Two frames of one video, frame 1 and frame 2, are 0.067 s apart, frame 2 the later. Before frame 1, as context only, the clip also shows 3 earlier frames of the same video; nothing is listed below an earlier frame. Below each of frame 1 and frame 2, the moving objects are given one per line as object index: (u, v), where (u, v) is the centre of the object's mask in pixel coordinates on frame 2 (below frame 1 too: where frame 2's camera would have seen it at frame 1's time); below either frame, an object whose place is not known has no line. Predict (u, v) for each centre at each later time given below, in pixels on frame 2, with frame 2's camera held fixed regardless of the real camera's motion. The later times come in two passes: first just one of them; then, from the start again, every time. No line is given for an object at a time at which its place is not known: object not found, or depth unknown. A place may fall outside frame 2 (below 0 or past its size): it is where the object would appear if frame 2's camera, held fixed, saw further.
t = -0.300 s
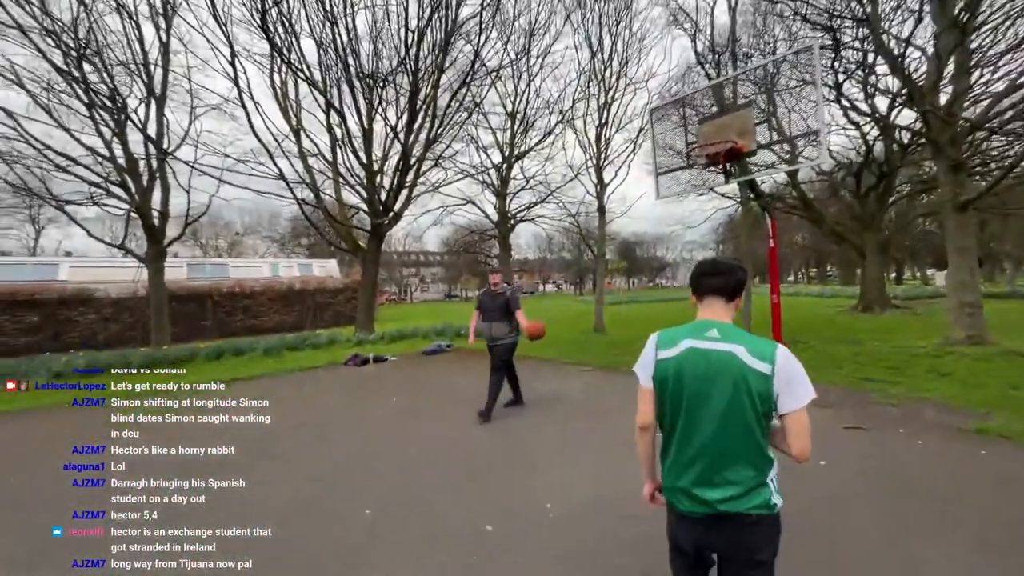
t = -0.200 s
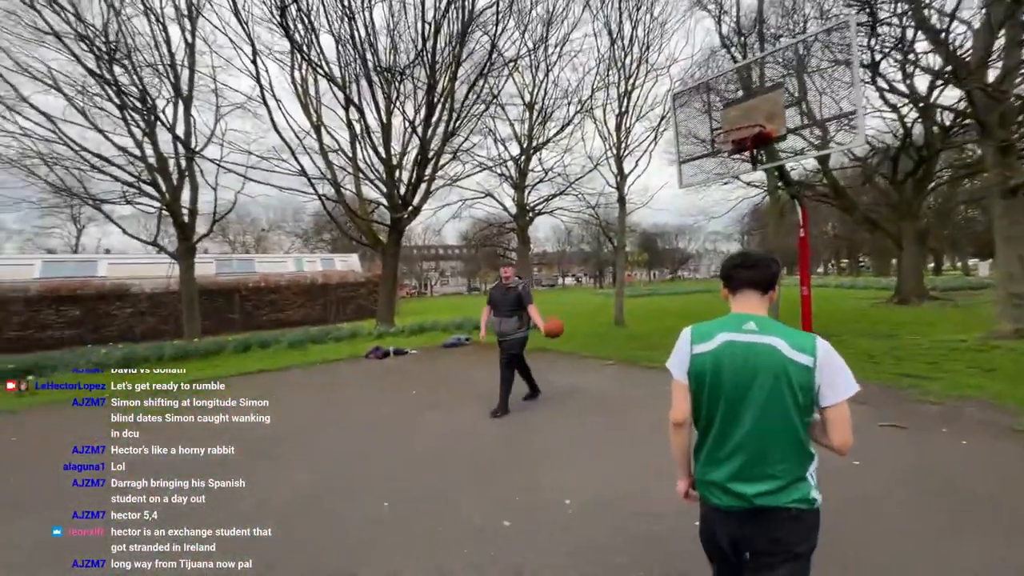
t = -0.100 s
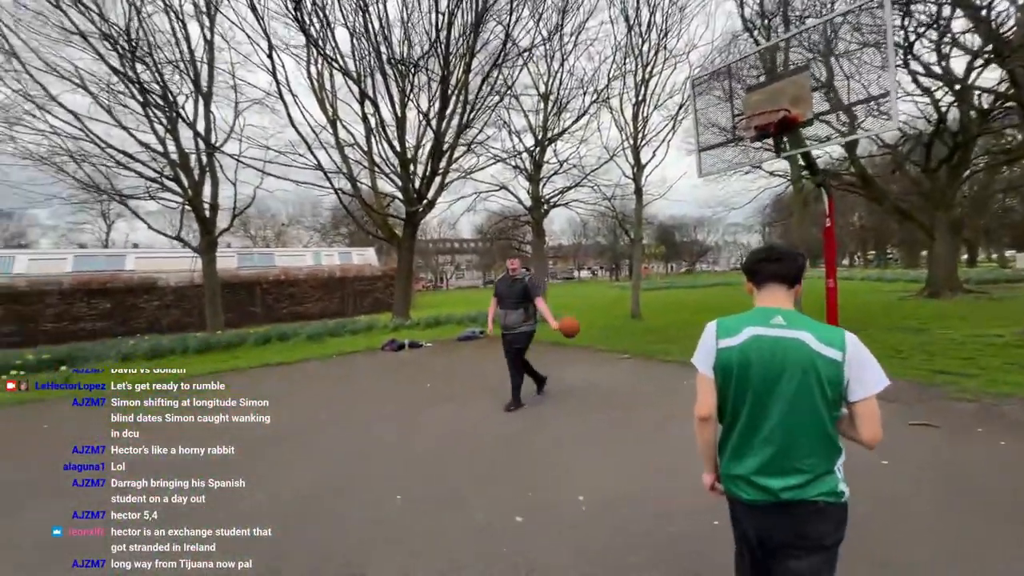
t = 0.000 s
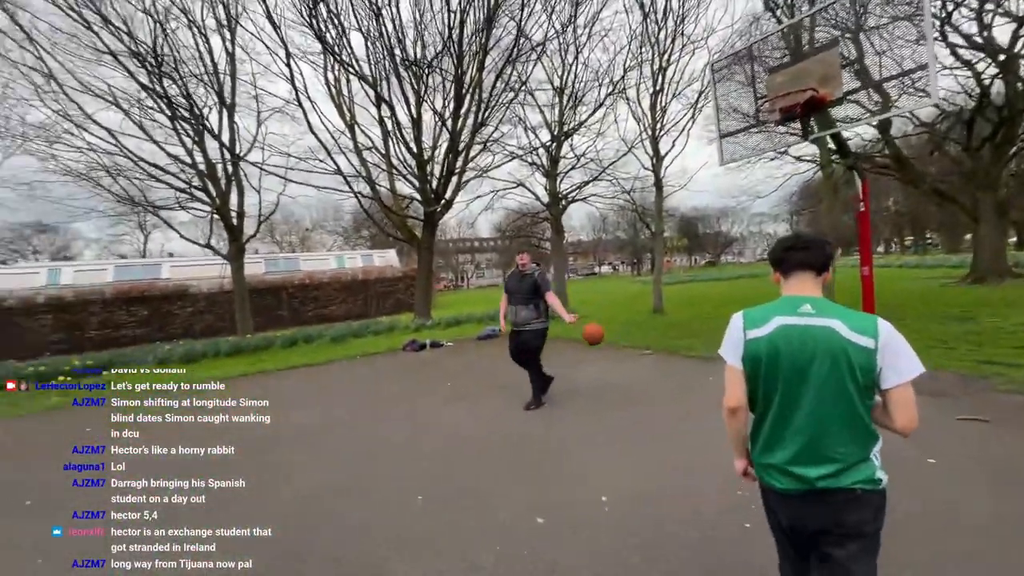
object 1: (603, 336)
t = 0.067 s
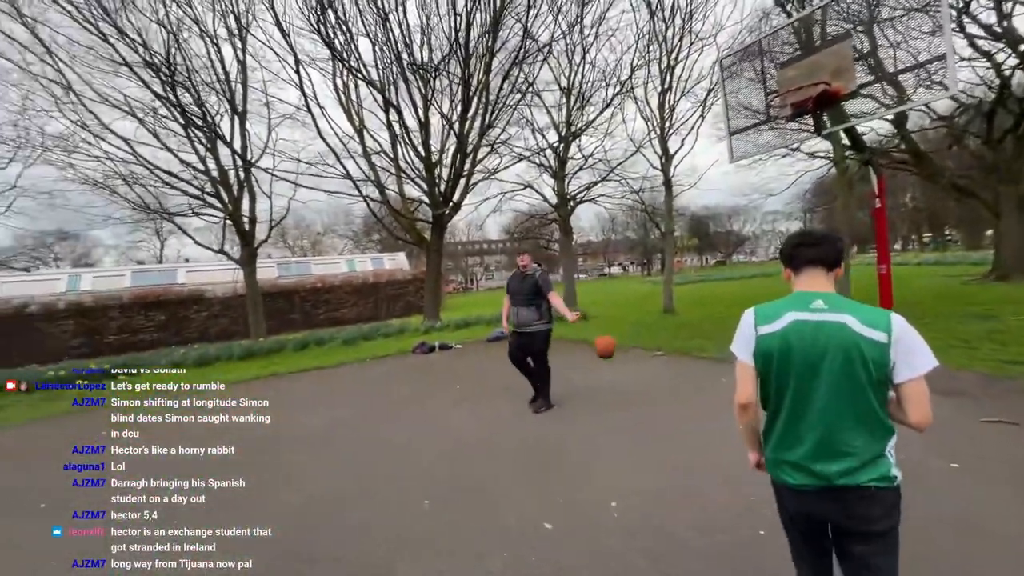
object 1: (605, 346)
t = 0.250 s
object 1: (608, 405)
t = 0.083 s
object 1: (605, 350)
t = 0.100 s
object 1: (606, 354)
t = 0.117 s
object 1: (606, 358)
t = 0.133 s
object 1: (606, 364)
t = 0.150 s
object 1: (607, 368)
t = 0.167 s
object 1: (607, 373)
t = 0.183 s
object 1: (607, 379)
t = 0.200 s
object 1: (608, 385)
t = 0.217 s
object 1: (607, 391)
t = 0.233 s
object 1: (608, 398)
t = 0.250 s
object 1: (608, 405)
